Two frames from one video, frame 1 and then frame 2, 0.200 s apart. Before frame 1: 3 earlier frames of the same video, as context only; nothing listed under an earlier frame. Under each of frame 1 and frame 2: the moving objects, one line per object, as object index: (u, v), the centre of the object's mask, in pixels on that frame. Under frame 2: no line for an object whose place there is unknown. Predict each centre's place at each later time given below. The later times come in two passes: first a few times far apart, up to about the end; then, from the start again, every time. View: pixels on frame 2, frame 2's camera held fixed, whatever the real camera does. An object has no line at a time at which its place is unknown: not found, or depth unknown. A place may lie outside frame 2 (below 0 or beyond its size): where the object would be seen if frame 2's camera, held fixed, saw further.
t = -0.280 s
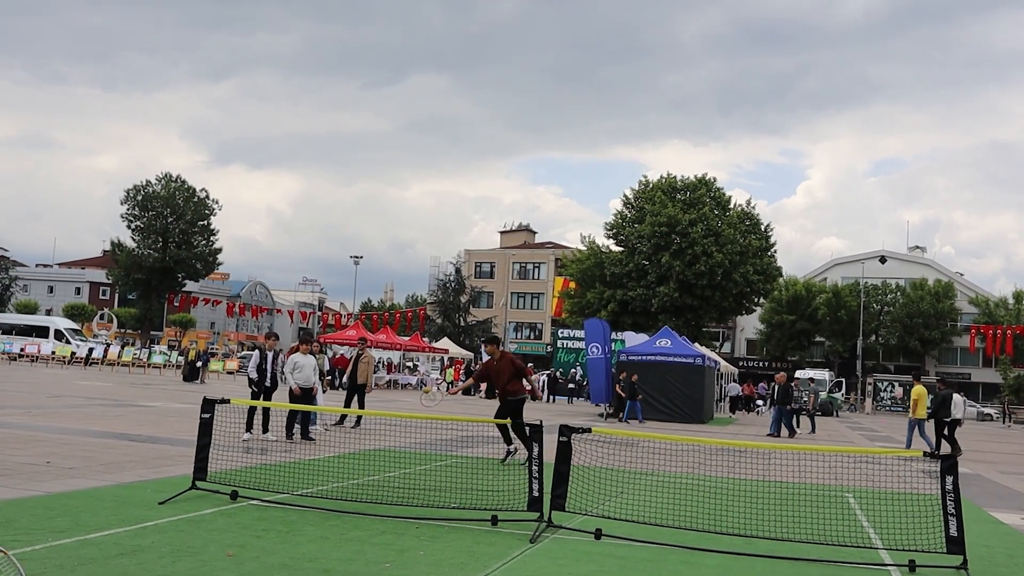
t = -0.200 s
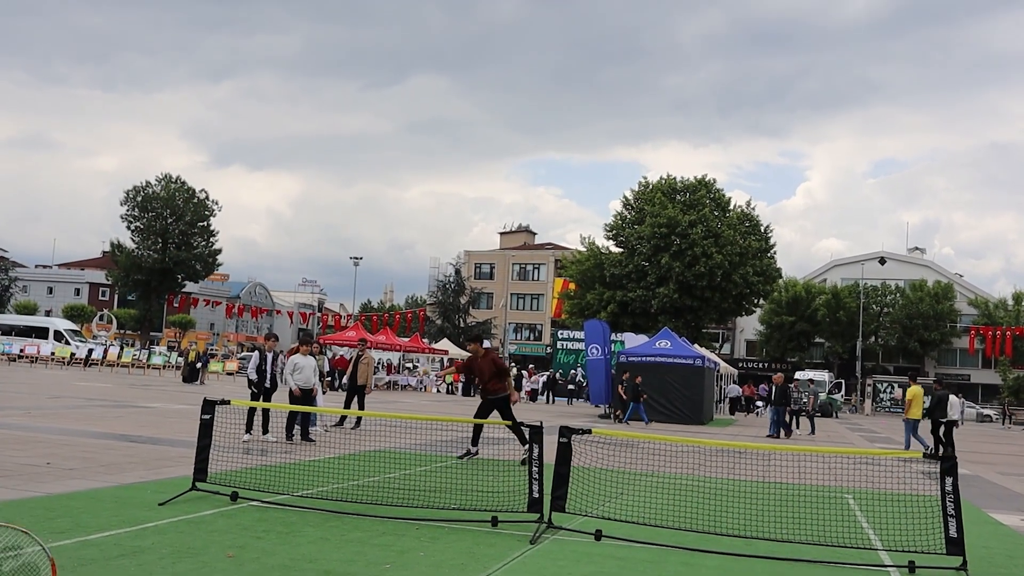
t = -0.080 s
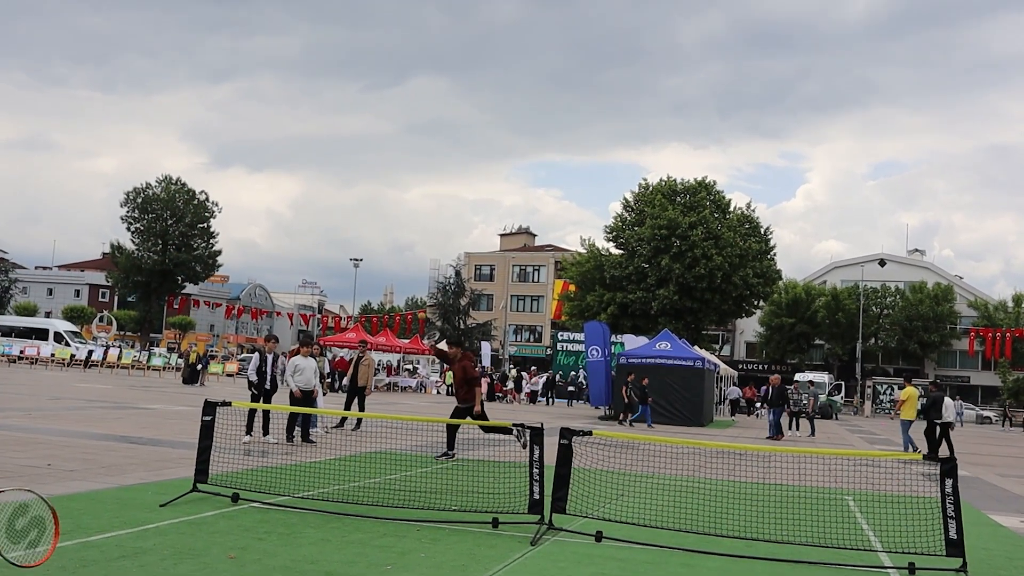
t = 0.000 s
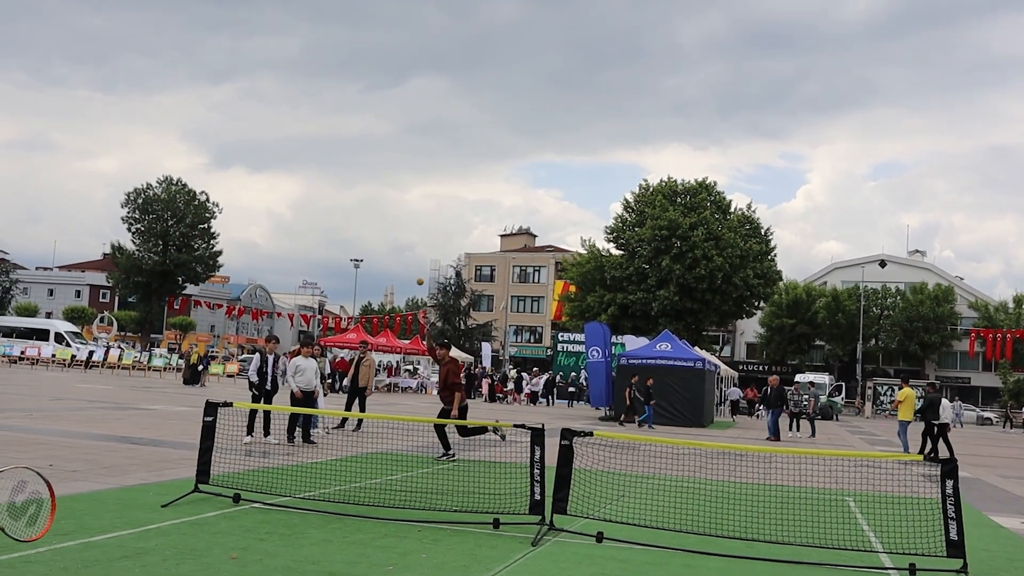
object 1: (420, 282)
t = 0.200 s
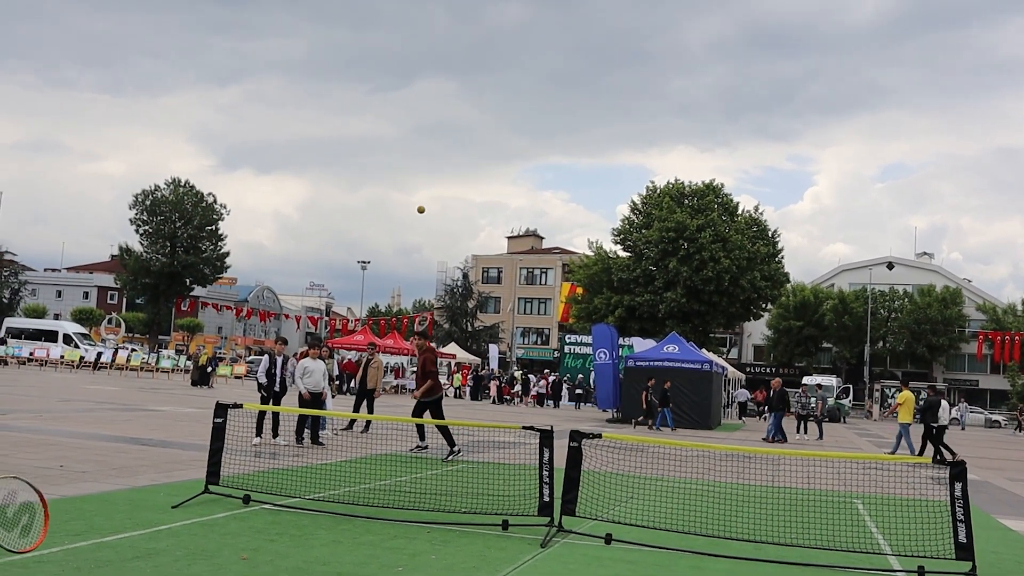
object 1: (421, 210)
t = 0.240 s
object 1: (420, 197)
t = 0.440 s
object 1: (414, 155)
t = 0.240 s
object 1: (420, 197)
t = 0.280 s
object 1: (419, 186)
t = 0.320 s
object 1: (418, 177)
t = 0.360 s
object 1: (417, 168)
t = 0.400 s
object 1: (415, 161)
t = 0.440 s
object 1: (414, 155)
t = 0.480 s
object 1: (411, 151)
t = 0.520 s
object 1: (409, 149)
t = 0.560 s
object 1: (406, 149)
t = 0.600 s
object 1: (403, 151)
